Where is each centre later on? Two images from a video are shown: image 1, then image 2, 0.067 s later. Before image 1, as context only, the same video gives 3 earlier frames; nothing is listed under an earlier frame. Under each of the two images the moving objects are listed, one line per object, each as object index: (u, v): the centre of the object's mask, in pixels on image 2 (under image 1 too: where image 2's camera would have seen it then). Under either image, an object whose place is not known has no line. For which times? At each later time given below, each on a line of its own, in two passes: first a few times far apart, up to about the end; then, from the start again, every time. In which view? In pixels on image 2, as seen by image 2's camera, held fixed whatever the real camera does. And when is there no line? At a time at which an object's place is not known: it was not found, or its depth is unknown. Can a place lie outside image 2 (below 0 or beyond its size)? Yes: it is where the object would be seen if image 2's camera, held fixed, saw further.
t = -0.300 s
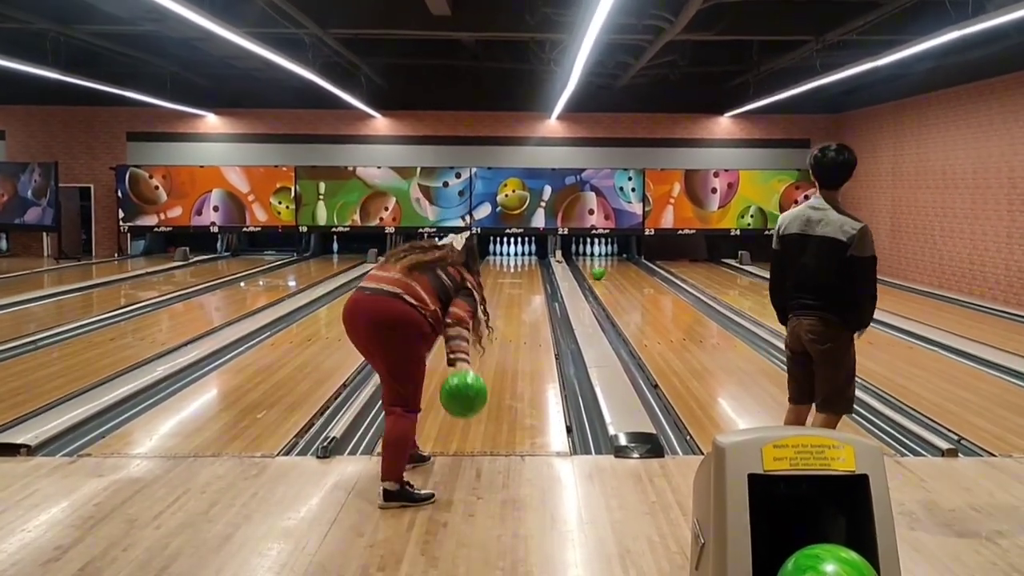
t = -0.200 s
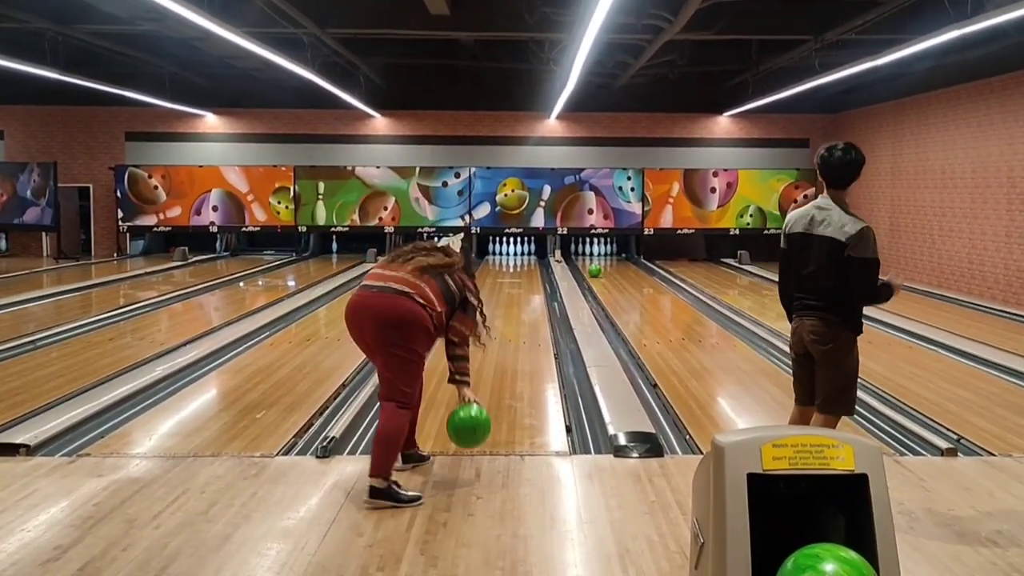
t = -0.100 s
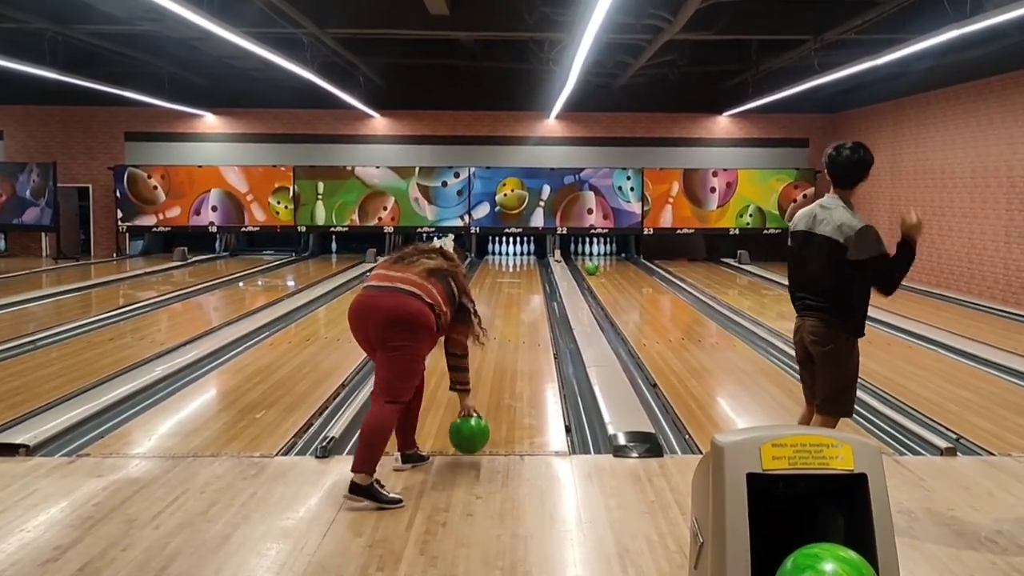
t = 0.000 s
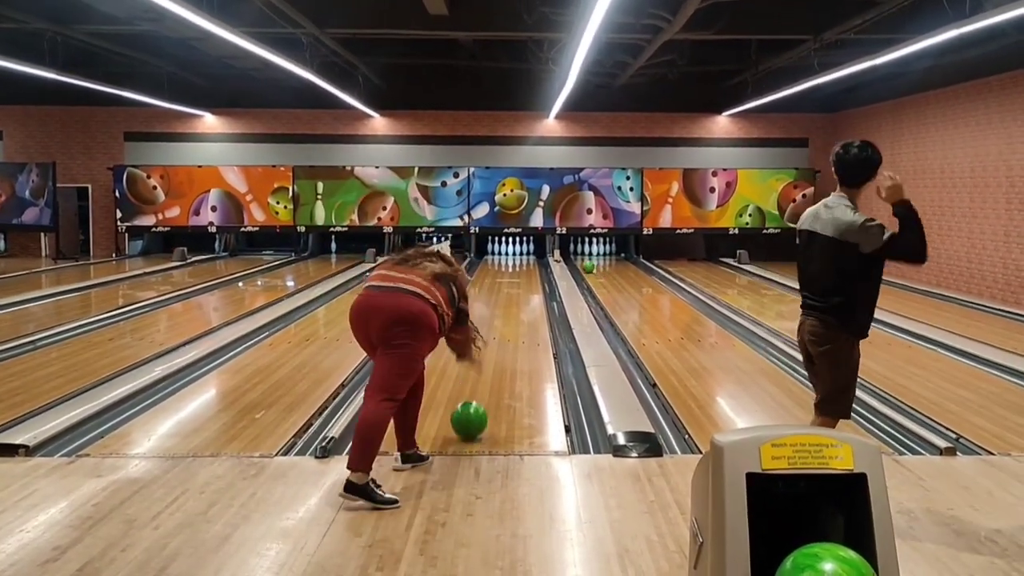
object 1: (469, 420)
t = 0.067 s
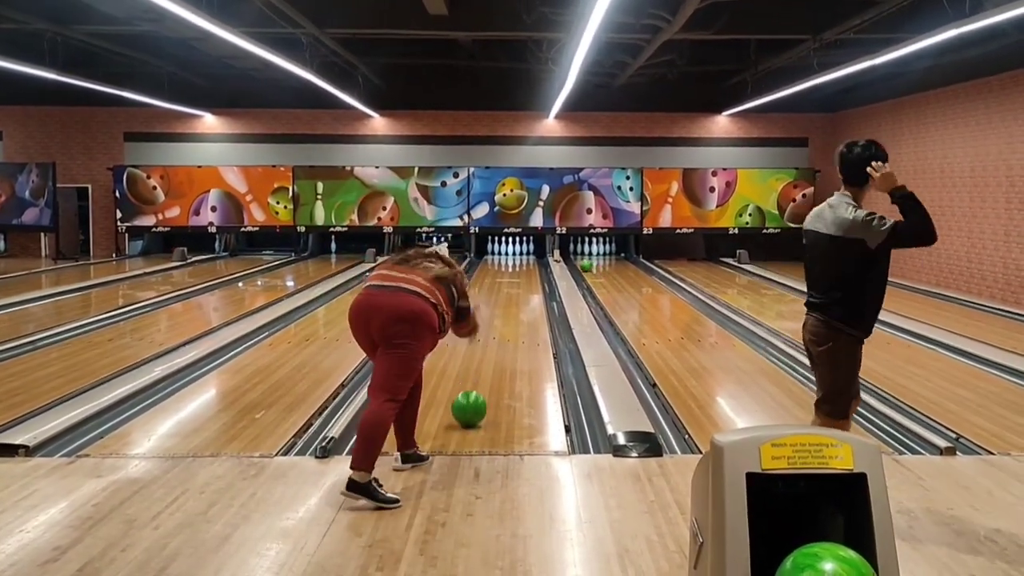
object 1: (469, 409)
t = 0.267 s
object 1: (470, 379)
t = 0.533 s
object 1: (470, 351)
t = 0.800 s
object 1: (471, 330)
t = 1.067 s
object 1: (472, 315)
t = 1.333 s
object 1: (473, 303)
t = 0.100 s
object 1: (469, 403)
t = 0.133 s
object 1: (469, 398)
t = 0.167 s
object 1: (470, 393)
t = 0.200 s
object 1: (470, 388)
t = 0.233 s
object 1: (470, 383)
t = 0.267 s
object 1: (470, 379)
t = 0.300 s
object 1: (470, 375)
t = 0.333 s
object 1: (470, 371)
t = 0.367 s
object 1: (470, 367)
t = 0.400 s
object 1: (470, 364)
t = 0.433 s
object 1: (470, 360)
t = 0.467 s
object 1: (470, 357)
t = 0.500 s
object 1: (470, 354)
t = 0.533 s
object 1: (470, 351)
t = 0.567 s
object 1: (471, 348)
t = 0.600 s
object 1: (471, 345)
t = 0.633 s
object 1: (471, 342)
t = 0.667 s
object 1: (471, 340)
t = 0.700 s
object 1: (471, 337)
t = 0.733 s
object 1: (471, 335)
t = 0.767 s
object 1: (471, 332)
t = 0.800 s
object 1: (471, 330)
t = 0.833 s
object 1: (471, 328)
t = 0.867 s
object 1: (471, 326)
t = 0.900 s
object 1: (472, 324)
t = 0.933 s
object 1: (472, 322)
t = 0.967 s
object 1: (472, 320)
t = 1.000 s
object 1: (472, 318)
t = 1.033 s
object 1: (472, 317)
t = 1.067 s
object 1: (472, 315)
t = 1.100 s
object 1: (472, 313)
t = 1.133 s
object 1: (472, 312)
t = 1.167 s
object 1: (472, 310)
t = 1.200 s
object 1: (473, 309)
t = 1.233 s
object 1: (473, 307)
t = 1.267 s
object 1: (473, 306)
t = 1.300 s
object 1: (473, 304)
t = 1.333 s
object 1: (473, 303)
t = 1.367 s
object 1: (473, 302)
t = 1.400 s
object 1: (473, 300)
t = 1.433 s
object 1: (474, 299)
